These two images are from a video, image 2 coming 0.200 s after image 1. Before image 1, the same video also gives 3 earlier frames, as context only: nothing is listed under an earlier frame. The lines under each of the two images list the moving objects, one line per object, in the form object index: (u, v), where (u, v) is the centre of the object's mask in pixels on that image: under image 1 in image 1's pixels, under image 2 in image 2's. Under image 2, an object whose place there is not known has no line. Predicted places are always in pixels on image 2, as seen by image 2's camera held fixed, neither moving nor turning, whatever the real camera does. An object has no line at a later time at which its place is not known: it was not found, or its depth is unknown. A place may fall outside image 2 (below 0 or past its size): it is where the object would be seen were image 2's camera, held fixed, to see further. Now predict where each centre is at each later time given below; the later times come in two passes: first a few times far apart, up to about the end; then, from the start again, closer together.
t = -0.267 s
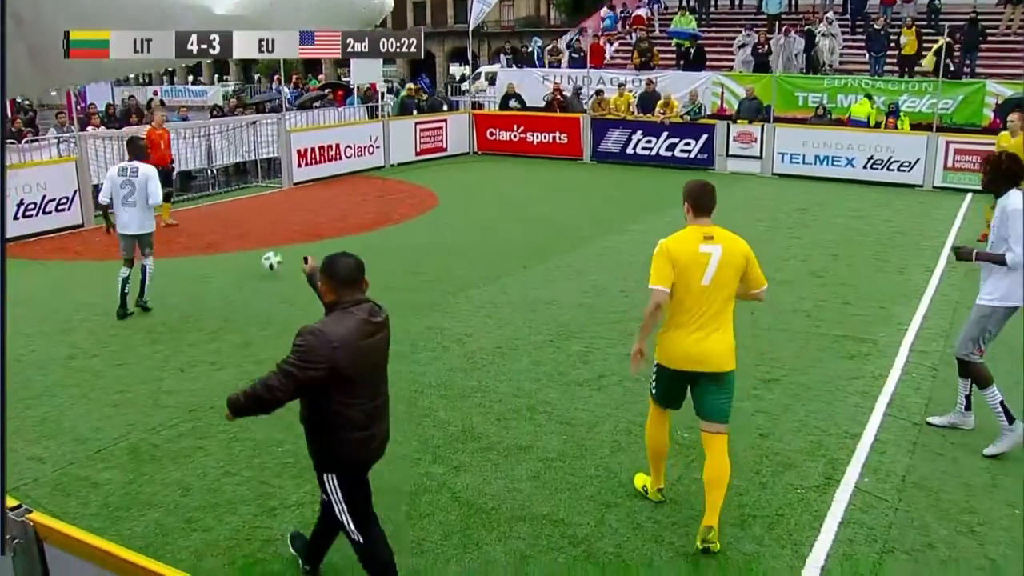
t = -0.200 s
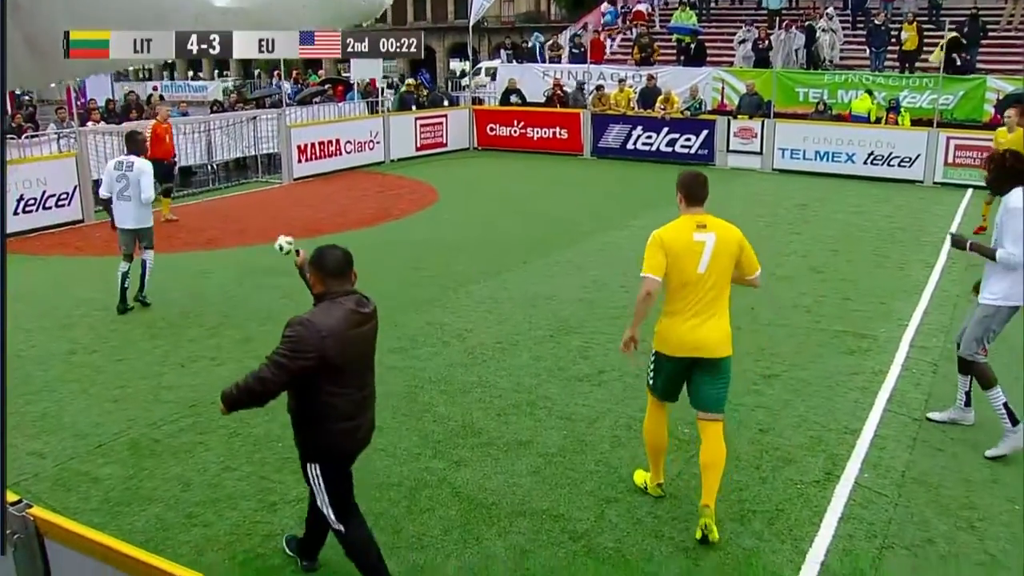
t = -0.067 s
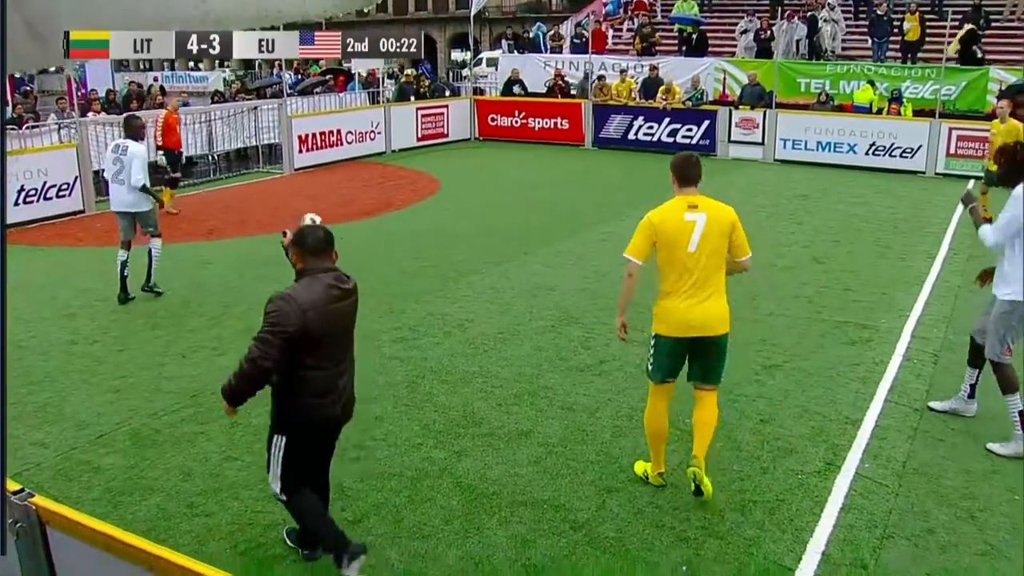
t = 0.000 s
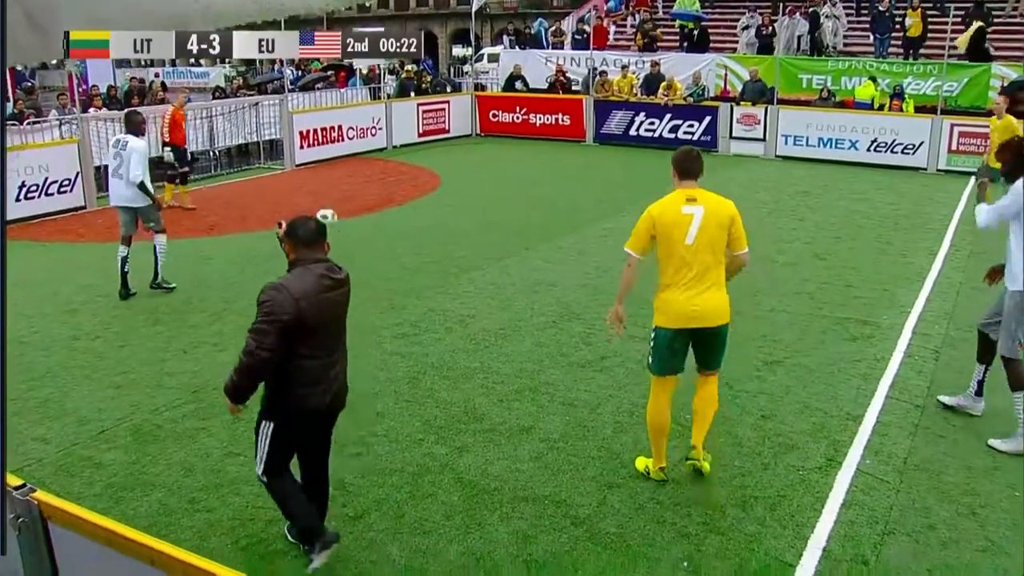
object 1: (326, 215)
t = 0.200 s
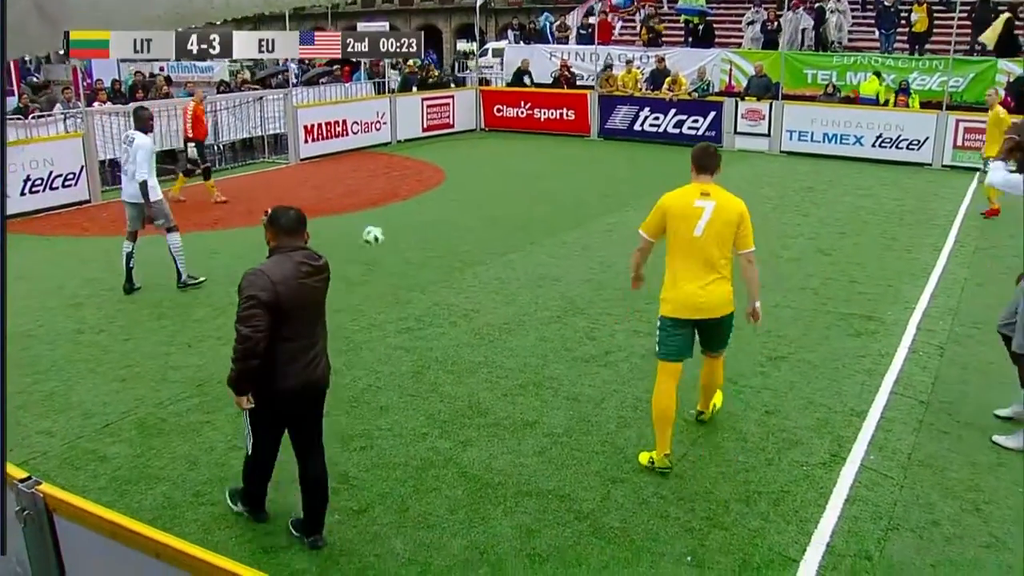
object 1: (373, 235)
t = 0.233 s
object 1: (380, 243)
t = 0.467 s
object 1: (431, 236)
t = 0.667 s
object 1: (475, 258)
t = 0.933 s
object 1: (540, 266)
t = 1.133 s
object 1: (590, 273)
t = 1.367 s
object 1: (649, 278)
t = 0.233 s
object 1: (380, 243)
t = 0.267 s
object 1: (388, 252)
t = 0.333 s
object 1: (402, 243)
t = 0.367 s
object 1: (409, 240)
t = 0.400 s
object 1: (416, 238)
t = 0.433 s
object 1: (423, 236)
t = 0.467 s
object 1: (431, 236)
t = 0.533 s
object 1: (446, 239)
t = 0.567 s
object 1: (453, 242)
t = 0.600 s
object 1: (460, 247)
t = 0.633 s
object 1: (468, 251)
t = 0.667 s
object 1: (475, 258)
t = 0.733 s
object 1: (491, 259)
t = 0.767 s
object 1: (499, 257)
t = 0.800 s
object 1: (508, 256)
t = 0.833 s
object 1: (516, 256)
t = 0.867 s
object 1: (524, 259)
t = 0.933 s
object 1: (540, 266)
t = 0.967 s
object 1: (548, 269)
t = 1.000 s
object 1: (557, 267)
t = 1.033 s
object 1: (564, 266)
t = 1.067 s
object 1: (573, 267)
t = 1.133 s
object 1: (590, 273)
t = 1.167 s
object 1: (599, 273)
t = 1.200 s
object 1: (607, 273)
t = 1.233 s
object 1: (615, 274)
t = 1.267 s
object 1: (624, 277)
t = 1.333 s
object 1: (640, 277)
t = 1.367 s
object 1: (649, 278)
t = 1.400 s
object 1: (658, 280)
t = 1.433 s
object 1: (666, 280)
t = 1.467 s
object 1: (674, 282)
